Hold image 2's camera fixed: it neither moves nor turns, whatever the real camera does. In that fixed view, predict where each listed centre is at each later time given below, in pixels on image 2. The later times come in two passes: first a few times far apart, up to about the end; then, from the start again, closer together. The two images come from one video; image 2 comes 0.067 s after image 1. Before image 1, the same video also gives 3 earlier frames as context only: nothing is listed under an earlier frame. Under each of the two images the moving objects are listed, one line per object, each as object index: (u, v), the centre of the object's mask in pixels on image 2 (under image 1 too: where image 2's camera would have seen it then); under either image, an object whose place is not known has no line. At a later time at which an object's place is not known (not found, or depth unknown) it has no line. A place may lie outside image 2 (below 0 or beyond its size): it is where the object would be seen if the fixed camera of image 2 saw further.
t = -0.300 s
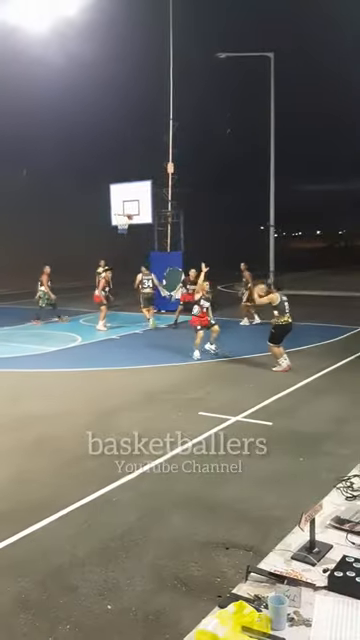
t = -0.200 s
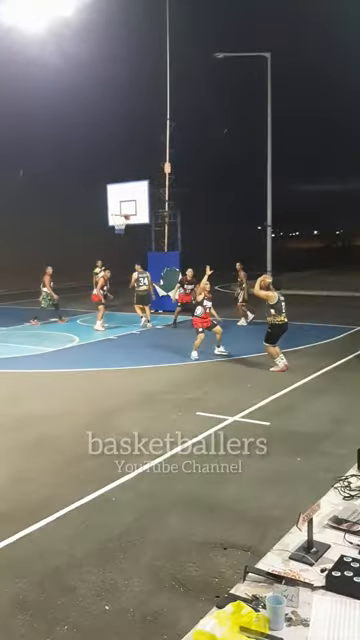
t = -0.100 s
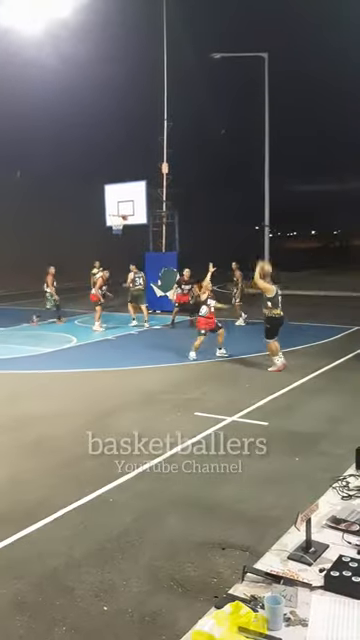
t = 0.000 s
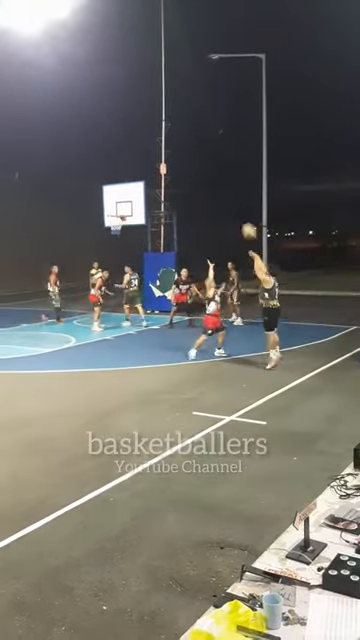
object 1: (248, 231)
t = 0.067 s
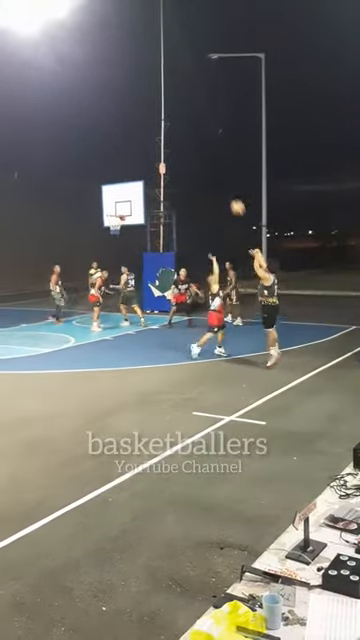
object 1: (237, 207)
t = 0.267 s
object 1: (207, 157)
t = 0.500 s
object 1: (179, 132)
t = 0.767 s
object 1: (151, 137)
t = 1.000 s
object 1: (132, 163)
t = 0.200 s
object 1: (217, 170)
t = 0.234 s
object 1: (212, 163)
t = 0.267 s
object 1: (207, 157)
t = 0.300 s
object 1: (203, 151)
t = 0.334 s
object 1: (199, 146)
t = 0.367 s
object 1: (194, 142)
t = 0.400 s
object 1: (190, 139)
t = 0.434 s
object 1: (186, 136)
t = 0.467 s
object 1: (182, 134)
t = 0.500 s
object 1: (179, 132)
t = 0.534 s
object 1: (175, 131)
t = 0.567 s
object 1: (172, 130)
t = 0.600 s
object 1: (168, 130)
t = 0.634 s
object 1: (165, 130)
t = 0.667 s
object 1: (161, 131)
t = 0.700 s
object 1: (158, 132)
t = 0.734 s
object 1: (154, 135)
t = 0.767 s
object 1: (151, 137)
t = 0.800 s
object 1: (149, 140)
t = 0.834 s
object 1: (145, 143)
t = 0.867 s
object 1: (142, 146)
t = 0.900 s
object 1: (140, 150)
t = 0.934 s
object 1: (137, 154)
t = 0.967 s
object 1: (135, 159)
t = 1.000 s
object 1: (132, 163)
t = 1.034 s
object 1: (129, 169)
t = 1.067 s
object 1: (127, 174)
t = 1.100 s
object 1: (124, 179)
